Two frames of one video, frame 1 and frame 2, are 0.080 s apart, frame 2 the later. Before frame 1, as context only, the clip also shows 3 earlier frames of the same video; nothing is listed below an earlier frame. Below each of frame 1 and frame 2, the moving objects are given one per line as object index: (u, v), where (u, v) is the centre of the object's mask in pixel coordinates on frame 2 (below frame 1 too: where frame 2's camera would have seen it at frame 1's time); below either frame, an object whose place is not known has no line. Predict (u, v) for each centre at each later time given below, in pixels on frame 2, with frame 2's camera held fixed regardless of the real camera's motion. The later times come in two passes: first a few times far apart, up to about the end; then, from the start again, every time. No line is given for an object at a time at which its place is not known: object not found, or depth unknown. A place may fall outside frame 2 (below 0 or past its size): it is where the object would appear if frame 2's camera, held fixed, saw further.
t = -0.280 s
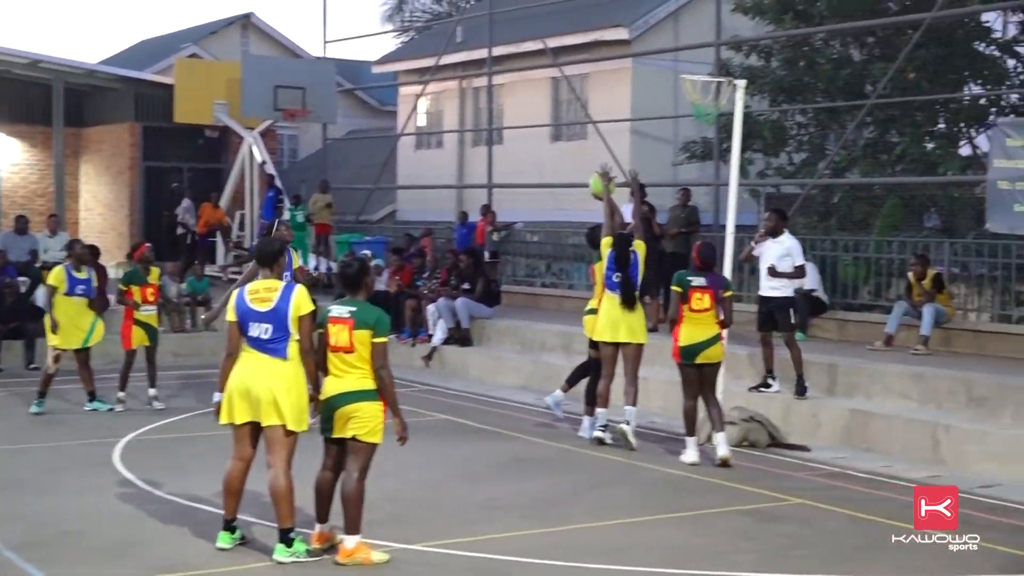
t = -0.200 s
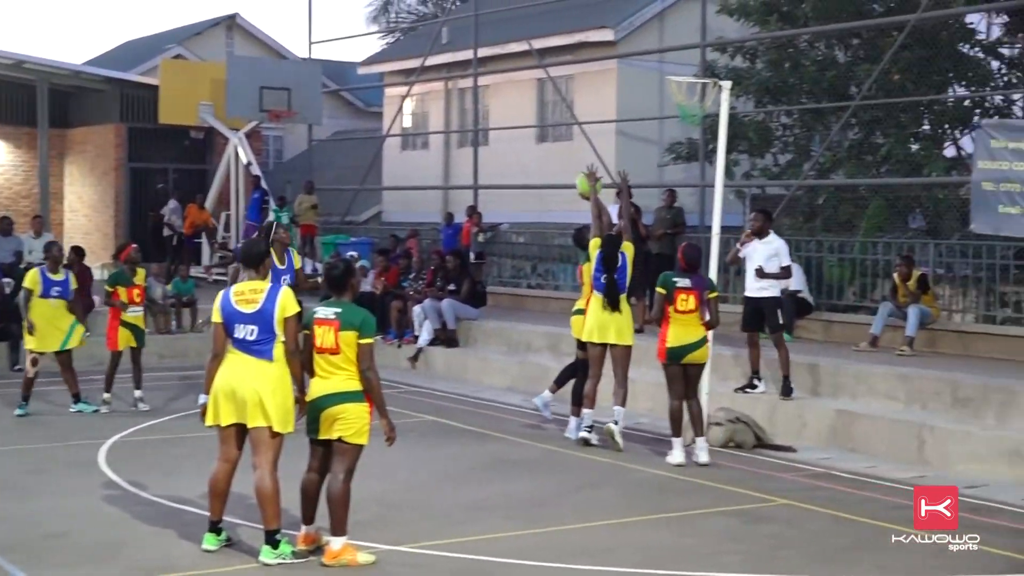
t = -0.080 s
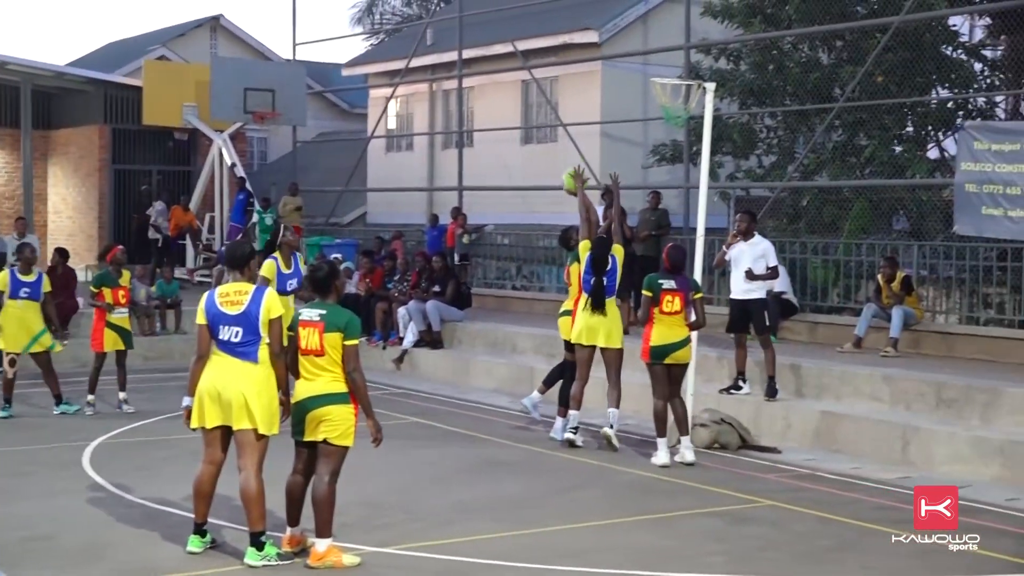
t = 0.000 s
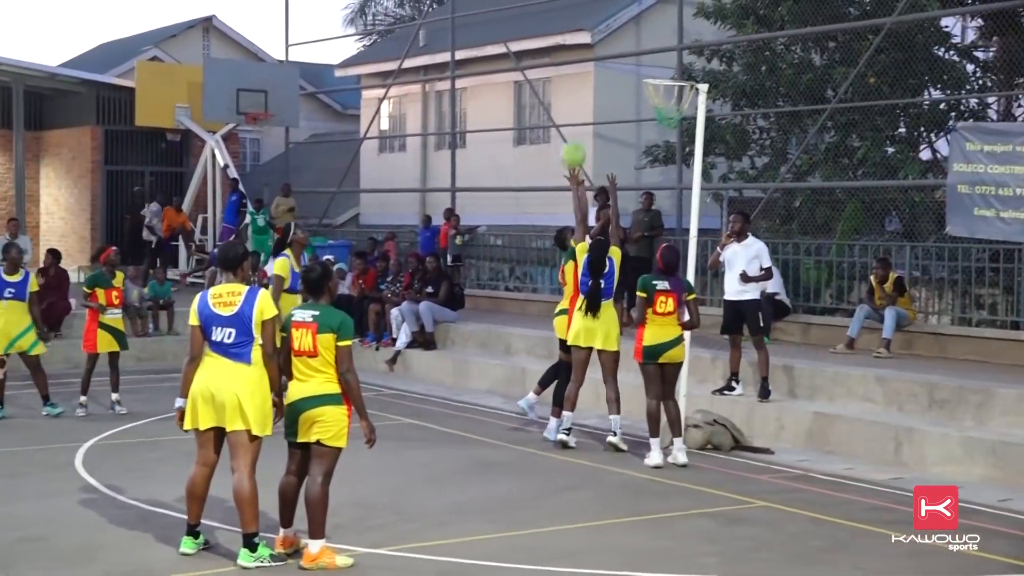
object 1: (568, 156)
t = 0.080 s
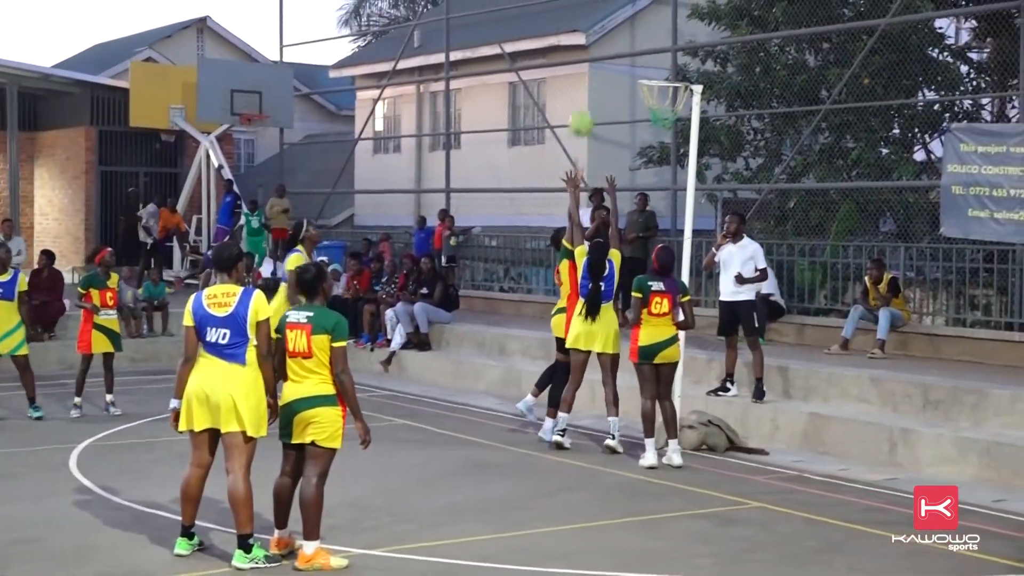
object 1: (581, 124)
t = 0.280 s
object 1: (617, 72)
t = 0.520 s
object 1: (663, 70)
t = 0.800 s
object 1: (644, 123)
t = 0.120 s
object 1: (588, 109)
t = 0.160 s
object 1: (596, 97)
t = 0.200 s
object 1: (603, 86)
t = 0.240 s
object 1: (610, 78)
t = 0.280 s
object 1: (617, 72)
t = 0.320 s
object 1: (625, 67)
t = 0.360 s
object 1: (632, 64)
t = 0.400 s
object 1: (640, 63)
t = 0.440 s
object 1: (647, 63)
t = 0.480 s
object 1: (655, 66)
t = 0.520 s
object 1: (663, 70)
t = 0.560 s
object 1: (671, 76)
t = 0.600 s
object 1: (675, 84)
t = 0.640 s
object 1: (667, 91)
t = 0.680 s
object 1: (659, 100)
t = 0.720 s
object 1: (656, 110)
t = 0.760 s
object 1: (648, 116)
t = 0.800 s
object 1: (644, 123)
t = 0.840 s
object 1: (641, 131)
